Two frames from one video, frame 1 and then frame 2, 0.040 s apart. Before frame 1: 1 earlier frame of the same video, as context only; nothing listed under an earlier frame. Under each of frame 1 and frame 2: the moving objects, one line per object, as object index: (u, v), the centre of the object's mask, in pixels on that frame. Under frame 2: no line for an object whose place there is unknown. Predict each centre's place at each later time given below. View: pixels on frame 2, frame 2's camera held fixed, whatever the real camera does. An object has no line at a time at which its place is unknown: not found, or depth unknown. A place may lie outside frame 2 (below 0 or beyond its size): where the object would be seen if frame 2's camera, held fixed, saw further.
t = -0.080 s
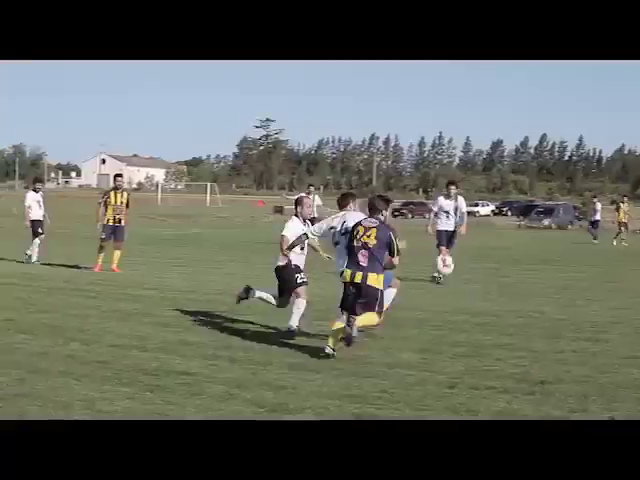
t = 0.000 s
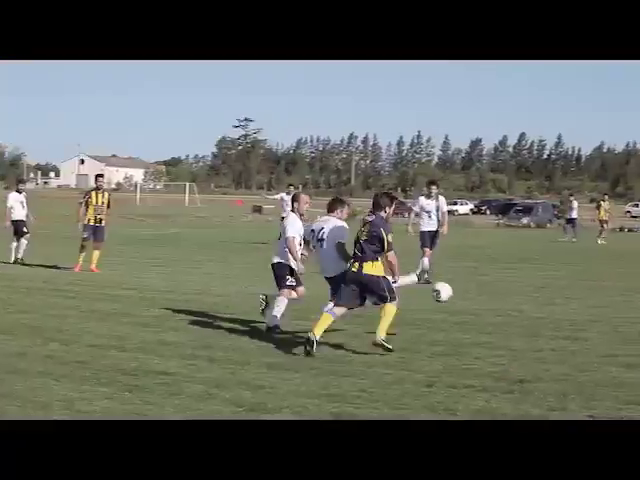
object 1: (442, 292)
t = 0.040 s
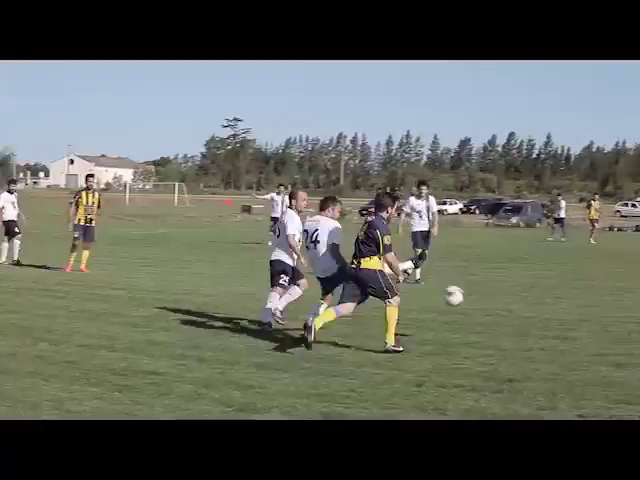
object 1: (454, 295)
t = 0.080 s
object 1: (474, 301)
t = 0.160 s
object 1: (516, 318)
